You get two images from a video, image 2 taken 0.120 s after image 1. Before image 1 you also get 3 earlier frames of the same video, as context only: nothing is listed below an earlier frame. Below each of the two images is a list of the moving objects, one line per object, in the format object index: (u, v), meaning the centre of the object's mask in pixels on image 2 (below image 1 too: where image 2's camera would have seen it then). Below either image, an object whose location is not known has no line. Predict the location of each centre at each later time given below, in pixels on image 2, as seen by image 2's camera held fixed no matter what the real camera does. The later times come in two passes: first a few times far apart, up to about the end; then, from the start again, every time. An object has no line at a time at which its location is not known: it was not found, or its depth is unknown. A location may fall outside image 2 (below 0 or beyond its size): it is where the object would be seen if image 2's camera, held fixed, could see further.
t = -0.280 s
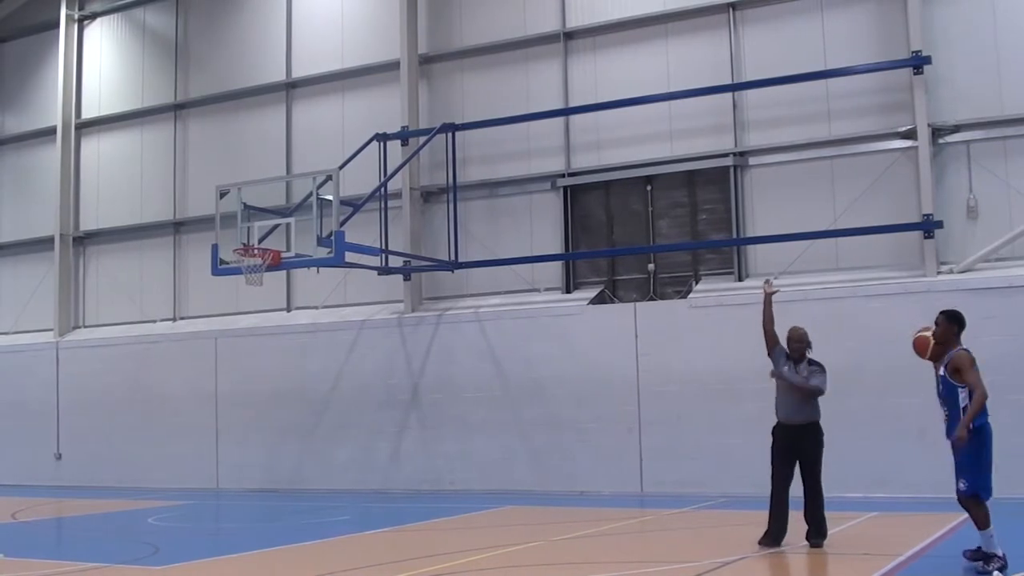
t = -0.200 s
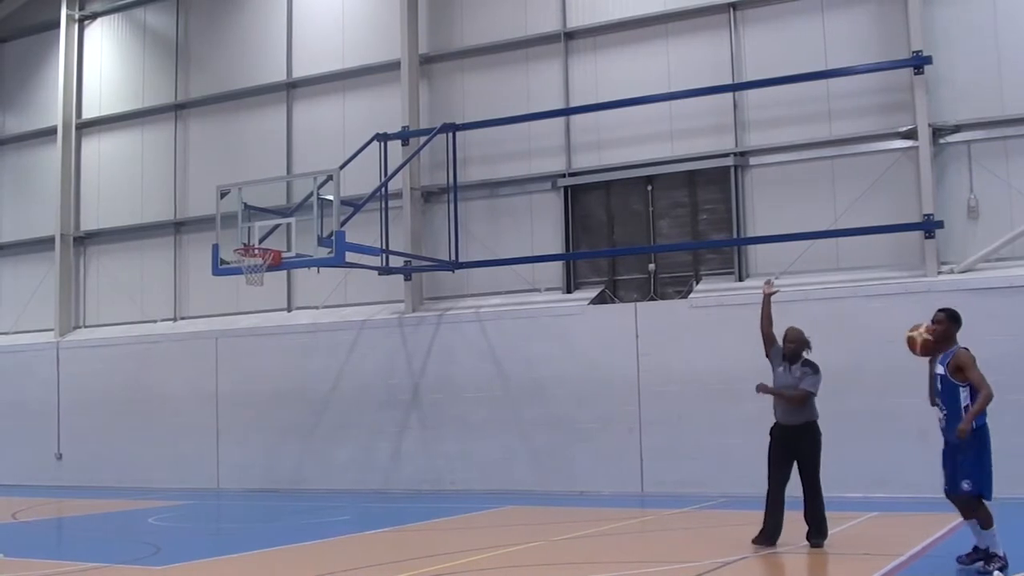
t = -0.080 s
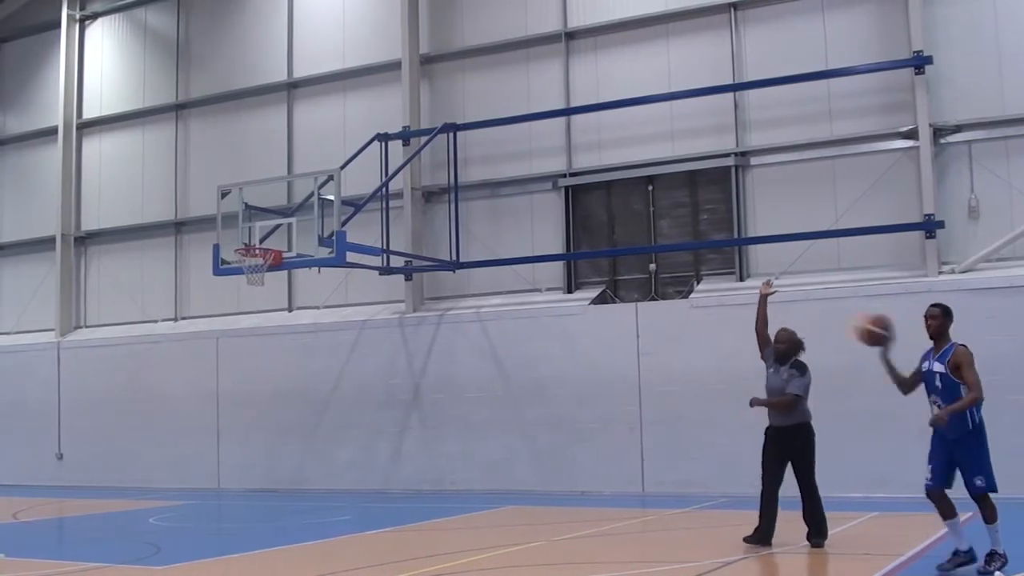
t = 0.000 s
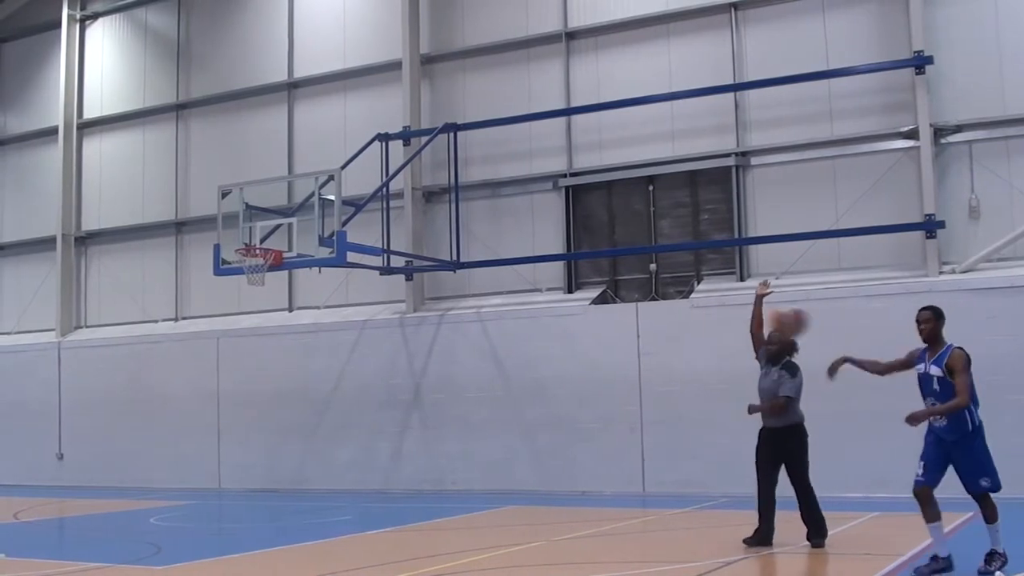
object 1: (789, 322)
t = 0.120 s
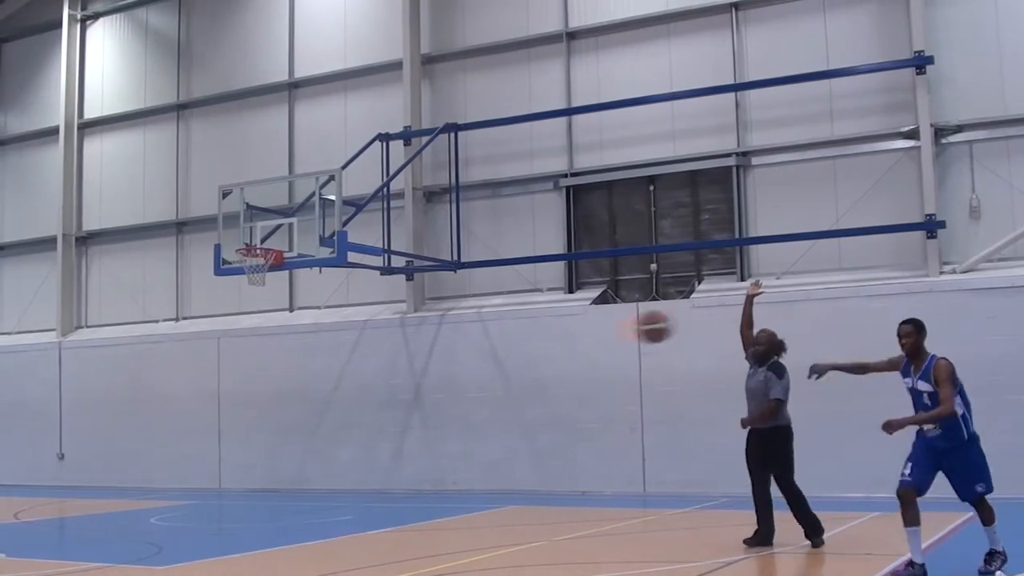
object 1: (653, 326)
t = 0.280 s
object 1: (481, 363)
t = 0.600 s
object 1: (164, 534)
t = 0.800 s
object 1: (62, 480)
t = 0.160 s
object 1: (607, 333)
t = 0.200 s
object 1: (564, 340)
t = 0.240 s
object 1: (522, 351)
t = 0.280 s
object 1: (481, 363)
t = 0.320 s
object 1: (439, 378)
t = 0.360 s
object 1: (399, 395)
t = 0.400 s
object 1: (356, 415)
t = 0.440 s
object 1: (317, 434)
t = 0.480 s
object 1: (278, 457)
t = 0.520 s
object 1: (239, 481)
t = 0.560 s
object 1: (201, 508)
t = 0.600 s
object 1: (164, 534)
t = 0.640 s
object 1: (130, 558)
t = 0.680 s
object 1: (112, 536)
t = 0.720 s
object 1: (96, 516)
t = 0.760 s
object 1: (78, 497)
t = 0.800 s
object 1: (62, 480)
